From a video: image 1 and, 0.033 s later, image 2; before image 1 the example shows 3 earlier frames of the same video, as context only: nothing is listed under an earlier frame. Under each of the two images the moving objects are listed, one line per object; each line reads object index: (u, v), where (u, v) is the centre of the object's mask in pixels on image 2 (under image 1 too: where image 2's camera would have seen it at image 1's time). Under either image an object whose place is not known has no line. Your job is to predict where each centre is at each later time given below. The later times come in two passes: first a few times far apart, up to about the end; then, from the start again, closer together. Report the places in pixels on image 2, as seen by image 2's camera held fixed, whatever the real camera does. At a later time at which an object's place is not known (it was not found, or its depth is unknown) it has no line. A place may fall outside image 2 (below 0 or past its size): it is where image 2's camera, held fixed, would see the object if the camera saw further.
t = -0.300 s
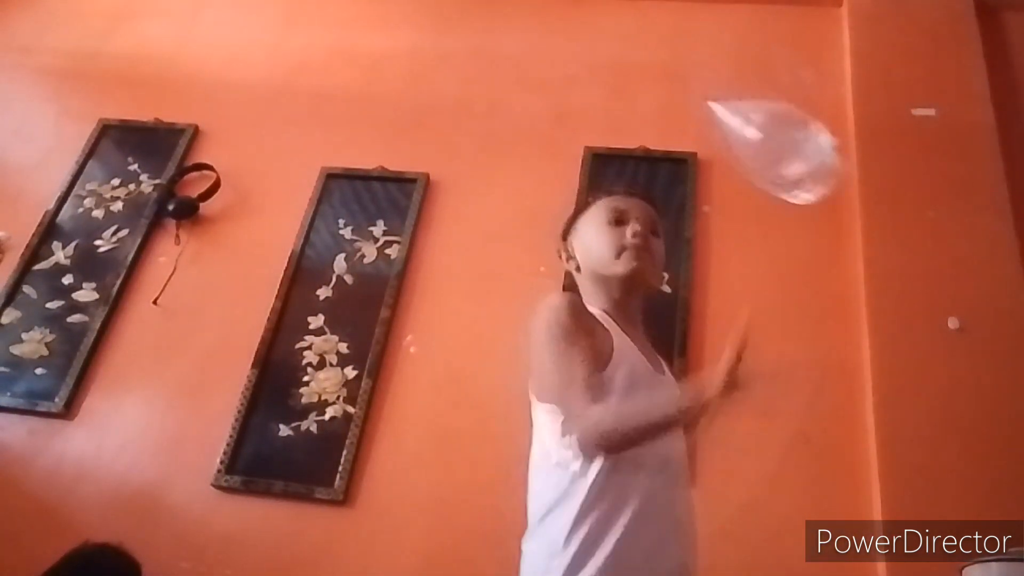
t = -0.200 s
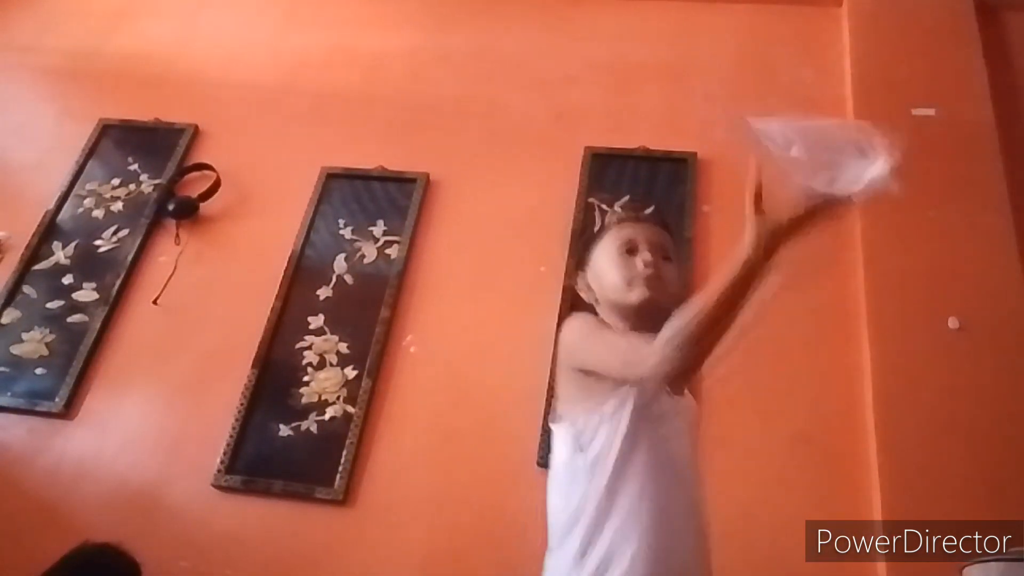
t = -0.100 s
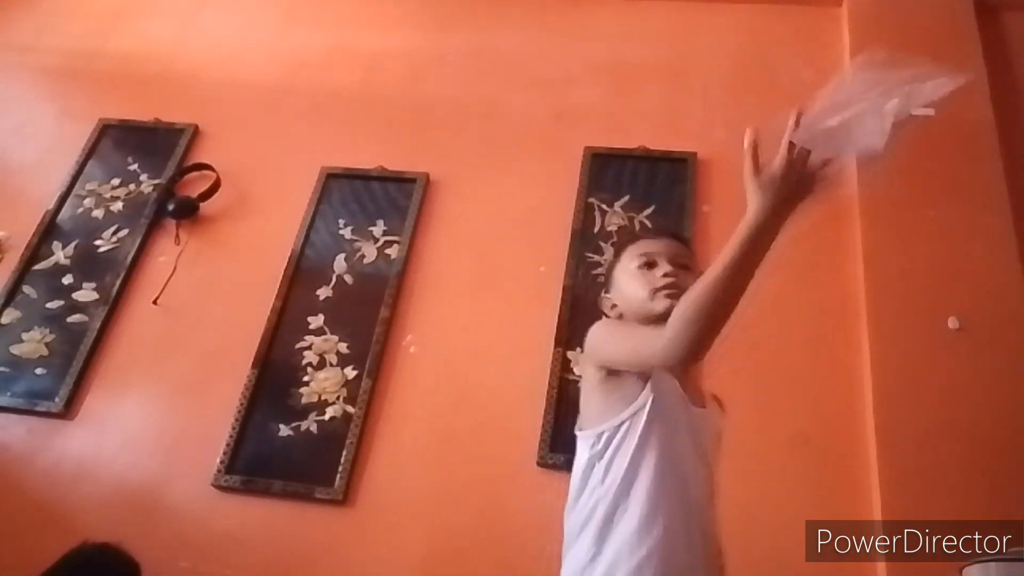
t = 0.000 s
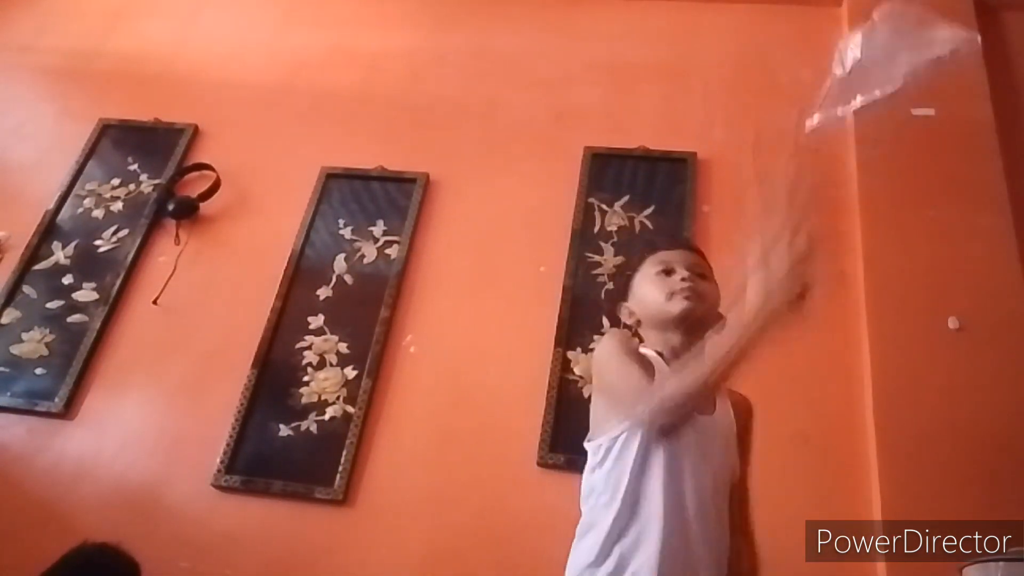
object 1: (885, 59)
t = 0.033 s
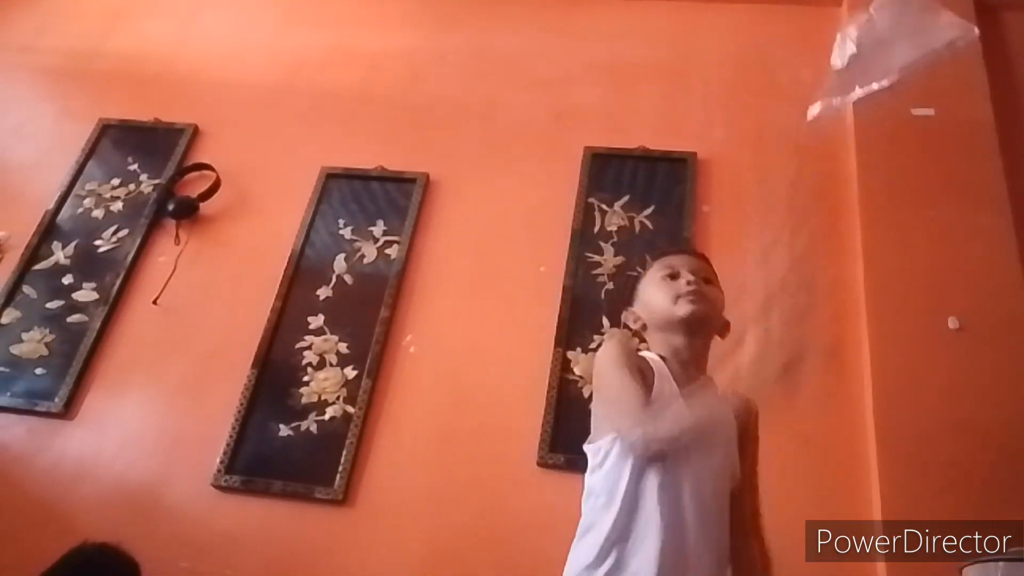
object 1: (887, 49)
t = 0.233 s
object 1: (900, 31)
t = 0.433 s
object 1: (881, 41)
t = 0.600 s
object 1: (843, 107)
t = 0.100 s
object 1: (886, 38)
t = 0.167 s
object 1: (892, 31)
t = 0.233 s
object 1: (900, 31)
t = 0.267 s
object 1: (901, 33)
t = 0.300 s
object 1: (900, 36)
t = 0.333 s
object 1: (897, 38)
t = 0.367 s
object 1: (894, 41)
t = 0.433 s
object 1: (881, 41)
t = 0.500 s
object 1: (865, 59)
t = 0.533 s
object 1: (860, 68)
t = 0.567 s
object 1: (852, 87)
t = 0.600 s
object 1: (843, 107)
